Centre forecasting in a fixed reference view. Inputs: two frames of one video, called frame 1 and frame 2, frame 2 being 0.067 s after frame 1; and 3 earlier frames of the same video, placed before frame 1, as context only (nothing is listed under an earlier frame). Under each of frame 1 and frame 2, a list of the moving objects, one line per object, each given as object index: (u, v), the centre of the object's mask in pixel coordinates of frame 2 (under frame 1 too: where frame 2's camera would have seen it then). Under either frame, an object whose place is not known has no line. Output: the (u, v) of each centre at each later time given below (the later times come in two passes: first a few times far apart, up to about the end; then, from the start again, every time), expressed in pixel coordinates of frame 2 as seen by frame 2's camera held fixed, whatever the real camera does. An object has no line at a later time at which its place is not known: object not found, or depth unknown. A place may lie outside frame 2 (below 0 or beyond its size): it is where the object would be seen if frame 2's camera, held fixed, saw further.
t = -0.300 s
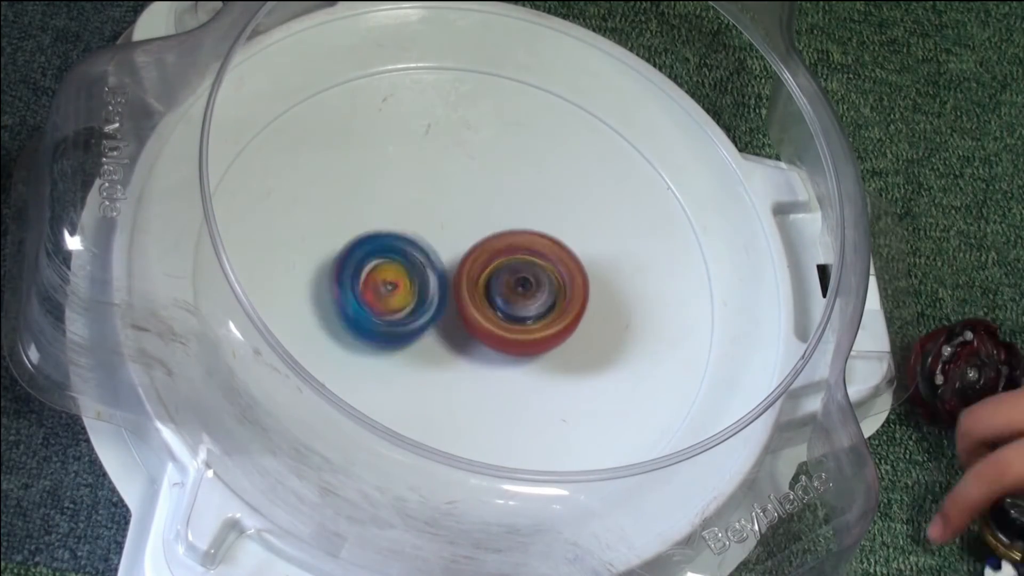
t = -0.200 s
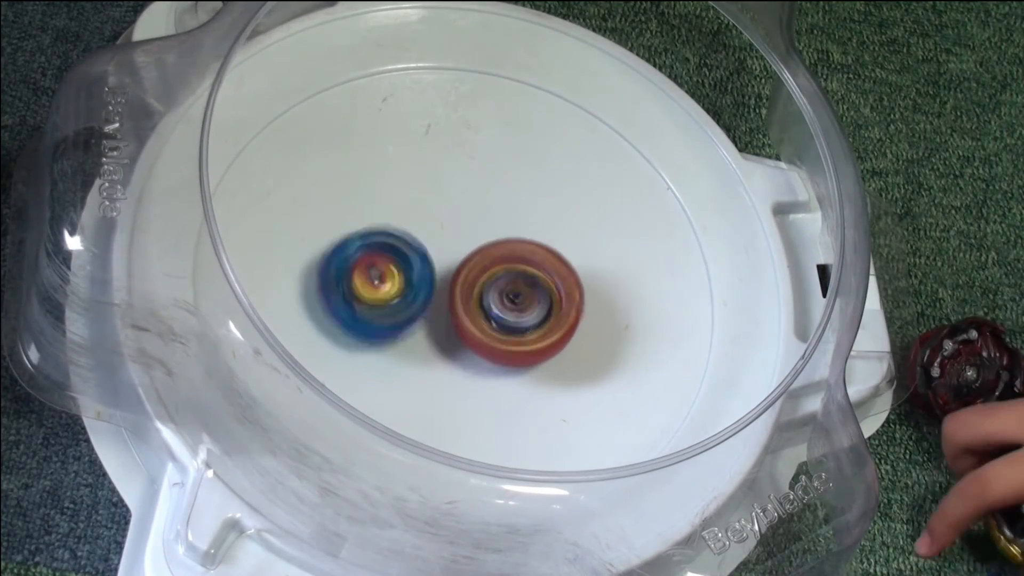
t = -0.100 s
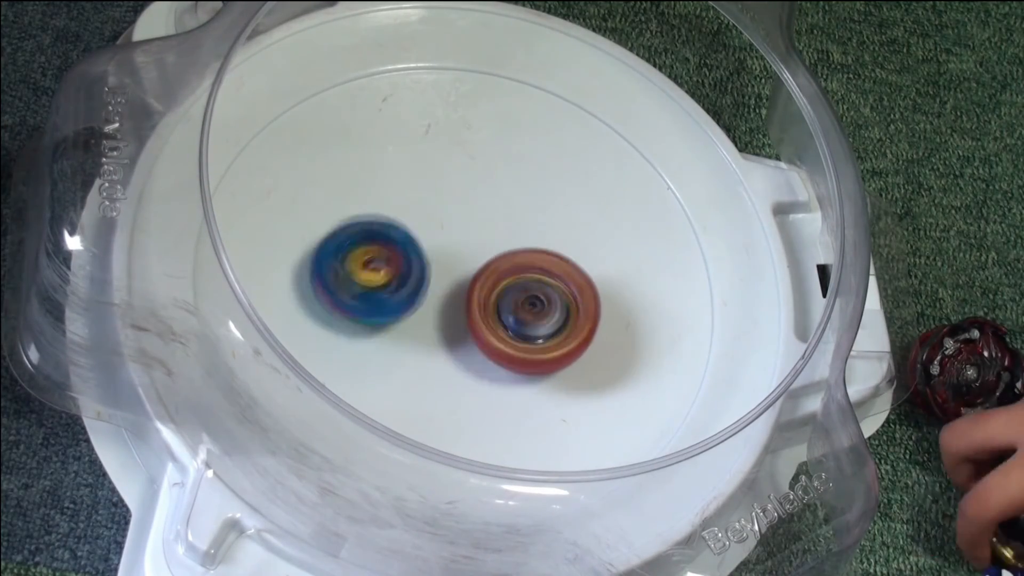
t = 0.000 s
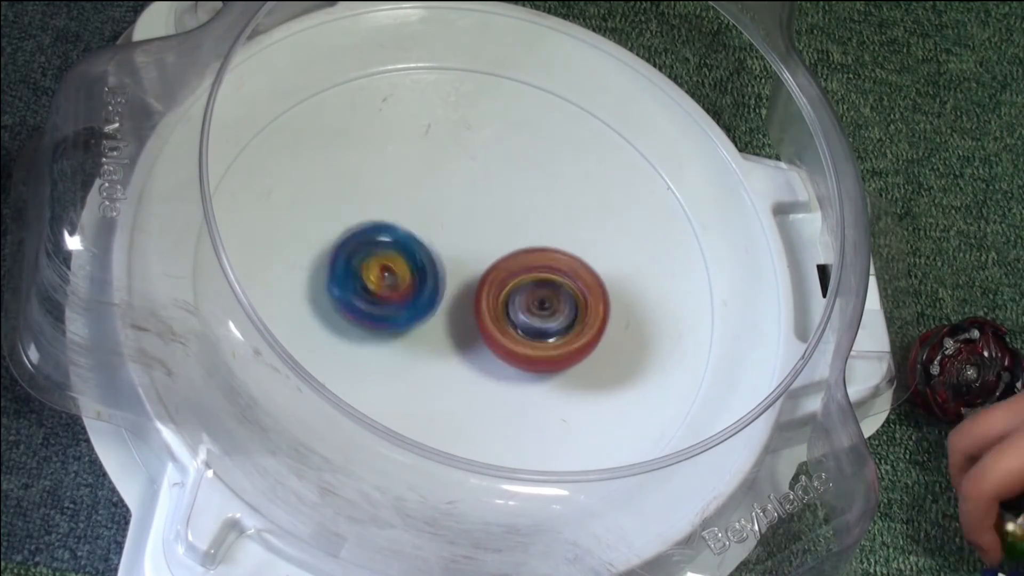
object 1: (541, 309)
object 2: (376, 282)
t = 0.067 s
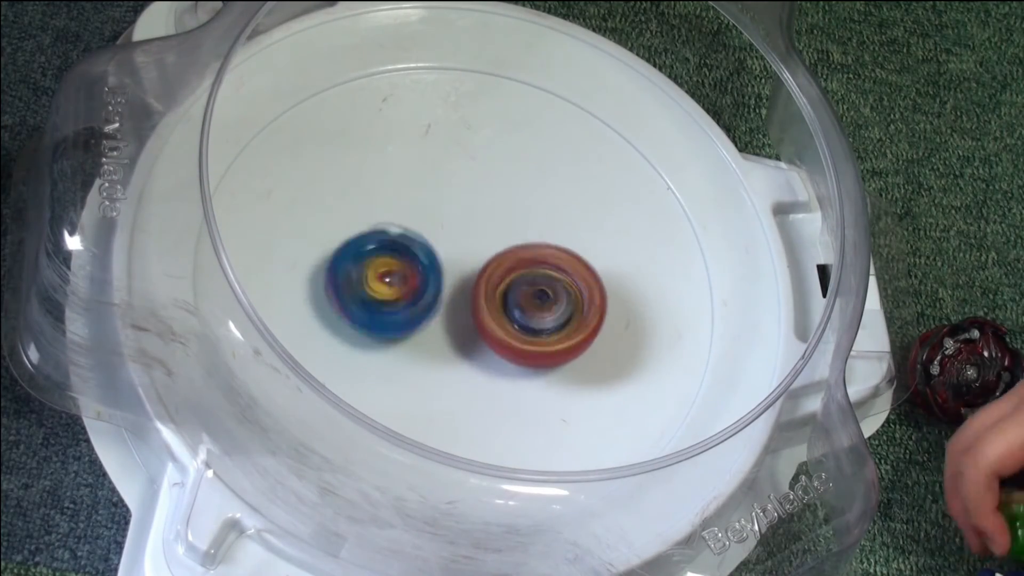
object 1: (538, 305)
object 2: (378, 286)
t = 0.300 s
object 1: (514, 296)
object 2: (362, 285)
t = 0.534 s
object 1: (533, 297)
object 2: (375, 277)
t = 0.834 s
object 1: (525, 284)
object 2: (393, 252)
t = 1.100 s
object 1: (545, 299)
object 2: (426, 241)
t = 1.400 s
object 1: (561, 334)
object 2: (445, 237)
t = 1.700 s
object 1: (524, 370)
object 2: (464, 234)
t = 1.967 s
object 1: (467, 376)
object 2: (438, 265)
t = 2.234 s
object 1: (408, 377)
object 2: (425, 258)
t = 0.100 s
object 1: (534, 301)
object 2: (379, 287)
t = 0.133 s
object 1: (527, 299)
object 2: (381, 289)
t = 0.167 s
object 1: (520, 298)
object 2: (381, 291)
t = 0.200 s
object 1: (516, 297)
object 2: (376, 291)
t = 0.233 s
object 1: (517, 298)
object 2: (366, 288)
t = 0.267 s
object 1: (517, 297)
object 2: (361, 286)
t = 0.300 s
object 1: (514, 296)
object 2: (362, 285)
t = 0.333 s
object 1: (511, 296)
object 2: (366, 284)
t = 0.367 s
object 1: (511, 298)
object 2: (370, 285)
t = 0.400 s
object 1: (516, 301)
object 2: (366, 282)
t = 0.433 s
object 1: (521, 301)
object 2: (367, 280)
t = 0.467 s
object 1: (526, 300)
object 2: (370, 279)
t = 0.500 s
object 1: (530, 299)
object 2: (373, 279)
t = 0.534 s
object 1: (533, 297)
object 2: (375, 277)
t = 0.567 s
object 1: (534, 293)
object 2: (378, 277)
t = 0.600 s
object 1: (533, 290)
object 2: (382, 275)
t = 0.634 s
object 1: (529, 287)
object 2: (385, 272)
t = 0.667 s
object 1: (524, 284)
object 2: (390, 271)
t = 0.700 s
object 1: (524, 283)
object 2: (388, 265)
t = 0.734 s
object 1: (525, 283)
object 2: (386, 261)
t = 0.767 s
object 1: (524, 283)
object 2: (389, 259)
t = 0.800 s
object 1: (524, 283)
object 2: (393, 257)
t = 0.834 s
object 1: (525, 284)
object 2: (393, 252)
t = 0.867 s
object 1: (527, 285)
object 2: (395, 250)
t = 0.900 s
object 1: (528, 287)
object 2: (400, 250)
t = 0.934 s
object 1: (531, 289)
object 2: (400, 246)
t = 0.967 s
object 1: (535, 292)
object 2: (401, 242)
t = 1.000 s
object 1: (539, 295)
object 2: (407, 242)
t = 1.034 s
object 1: (543, 297)
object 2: (413, 240)
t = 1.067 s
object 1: (544, 298)
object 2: (418, 241)
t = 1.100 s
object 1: (545, 299)
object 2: (426, 241)
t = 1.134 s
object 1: (546, 302)
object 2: (433, 241)
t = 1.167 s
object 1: (548, 304)
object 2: (435, 239)
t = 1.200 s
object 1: (551, 311)
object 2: (435, 235)
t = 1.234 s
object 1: (555, 316)
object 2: (434, 232)
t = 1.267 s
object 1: (558, 320)
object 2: (434, 231)
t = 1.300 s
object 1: (560, 325)
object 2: (435, 231)
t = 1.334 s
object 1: (562, 329)
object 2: (438, 232)
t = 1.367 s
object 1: (562, 332)
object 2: (441, 235)
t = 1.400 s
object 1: (561, 334)
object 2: (445, 237)
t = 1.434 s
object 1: (559, 336)
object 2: (450, 239)
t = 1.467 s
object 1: (555, 336)
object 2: (454, 244)
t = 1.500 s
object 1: (551, 337)
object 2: (460, 249)
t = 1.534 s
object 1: (544, 344)
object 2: (464, 245)
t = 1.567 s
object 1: (541, 352)
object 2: (466, 238)
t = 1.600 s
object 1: (537, 358)
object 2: (466, 232)
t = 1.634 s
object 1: (534, 363)
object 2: (464, 232)
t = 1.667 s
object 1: (531, 367)
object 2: (463, 233)
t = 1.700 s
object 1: (524, 370)
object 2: (464, 234)
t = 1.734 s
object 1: (519, 373)
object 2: (462, 237)
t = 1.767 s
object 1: (513, 375)
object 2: (460, 239)
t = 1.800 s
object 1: (505, 375)
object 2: (457, 245)
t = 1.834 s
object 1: (498, 375)
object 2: (455, 251)
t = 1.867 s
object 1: (492, 375)
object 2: (452, 256)
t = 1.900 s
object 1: (483, 372)
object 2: (447, 263)
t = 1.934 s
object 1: (476, 372)
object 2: (442, 268)
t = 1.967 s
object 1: (467, 376)
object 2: (438, 265)
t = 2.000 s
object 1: (460, 377)
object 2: (435, 263)
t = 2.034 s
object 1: (454, 377)
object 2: (433, 265)
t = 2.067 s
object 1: (447, 377)
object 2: (428, 266)
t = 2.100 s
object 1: (438, 377)
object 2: (423, 268)
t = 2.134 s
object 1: (432, 376)
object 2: (417, 268)
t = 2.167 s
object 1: (426, 375)
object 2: (413, 270)
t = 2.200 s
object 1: (415, 376)
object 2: (418, 263)
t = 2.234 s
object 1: (408, 377)
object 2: (425, 258)
